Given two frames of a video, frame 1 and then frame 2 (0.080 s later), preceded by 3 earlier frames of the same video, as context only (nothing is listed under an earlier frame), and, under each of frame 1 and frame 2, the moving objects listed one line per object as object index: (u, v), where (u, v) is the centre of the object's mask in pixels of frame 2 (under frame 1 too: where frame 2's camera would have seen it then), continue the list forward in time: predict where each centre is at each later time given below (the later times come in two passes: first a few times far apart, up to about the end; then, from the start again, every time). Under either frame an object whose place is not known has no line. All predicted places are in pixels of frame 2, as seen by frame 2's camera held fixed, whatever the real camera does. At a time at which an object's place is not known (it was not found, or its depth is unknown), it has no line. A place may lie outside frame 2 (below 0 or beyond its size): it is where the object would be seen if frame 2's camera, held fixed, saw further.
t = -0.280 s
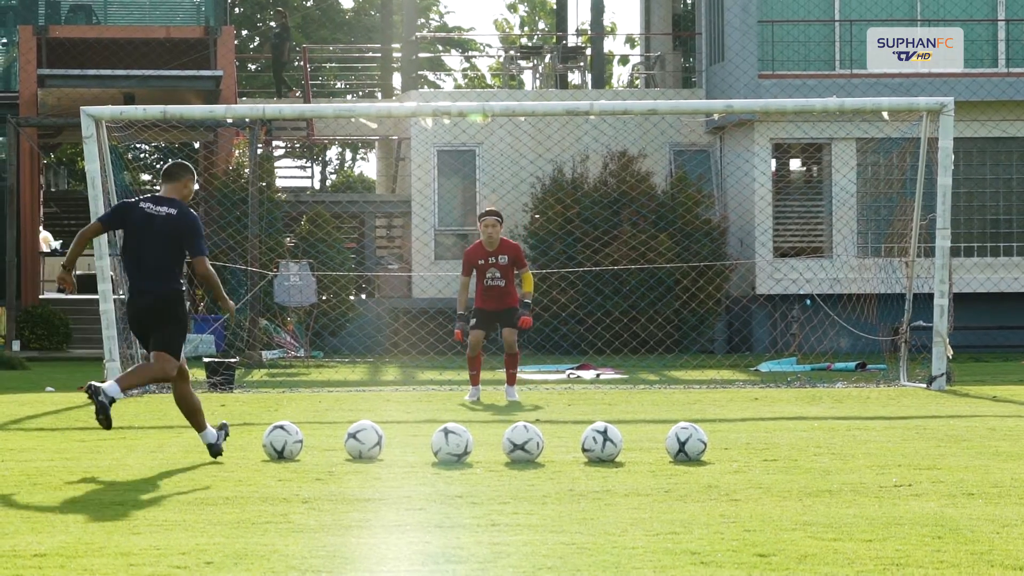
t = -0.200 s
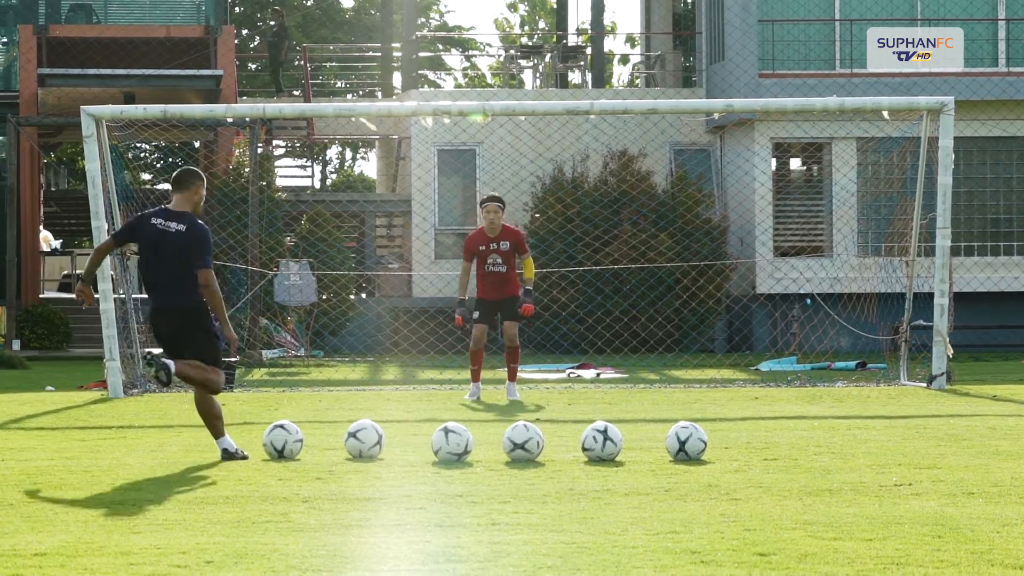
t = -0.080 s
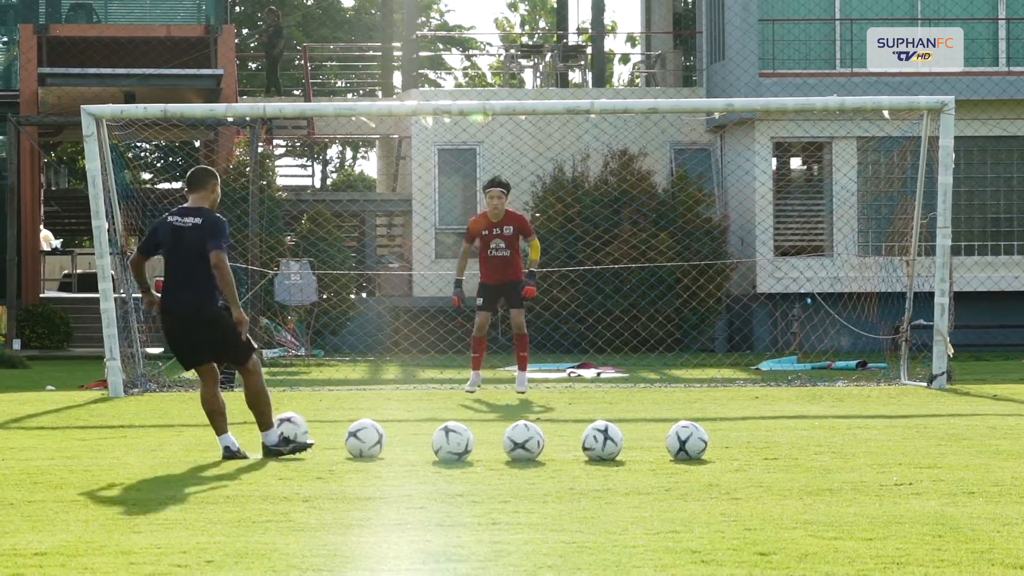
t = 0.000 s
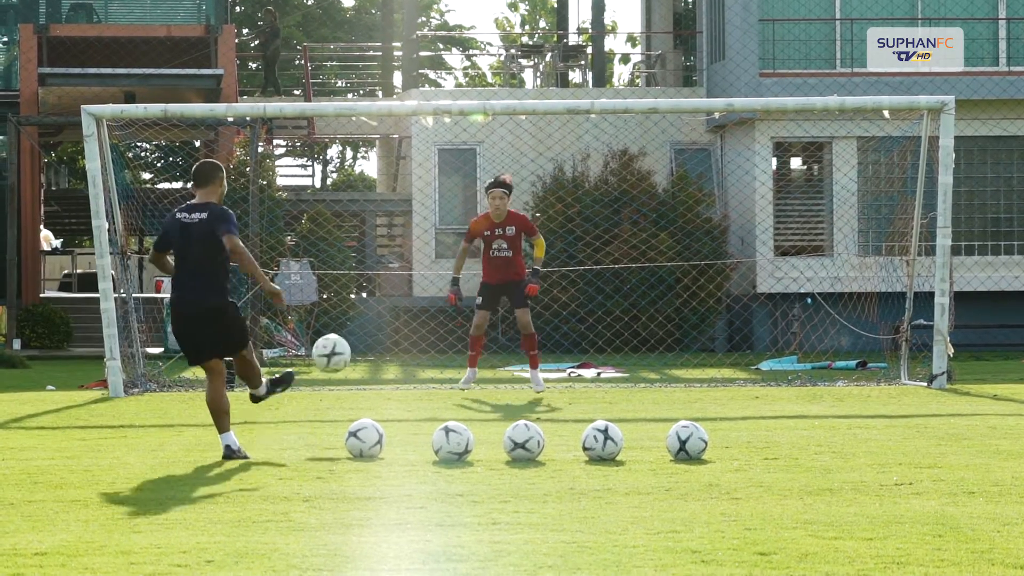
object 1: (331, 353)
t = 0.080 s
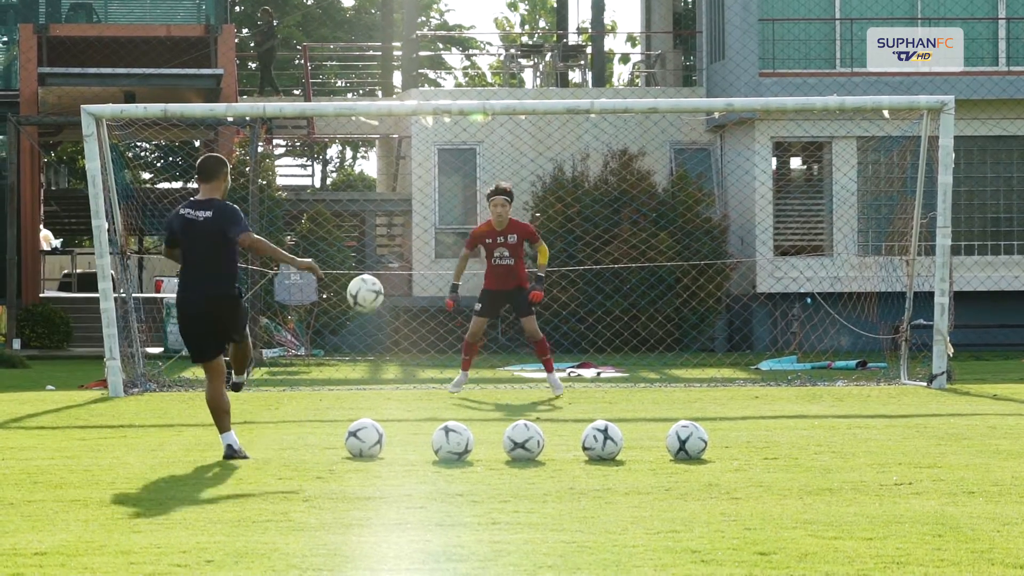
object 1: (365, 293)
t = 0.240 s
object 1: (411, 217)
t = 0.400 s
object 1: (440, 188)
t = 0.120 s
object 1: (379, 269)
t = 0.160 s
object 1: (392, 248)
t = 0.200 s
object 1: (402, 231)
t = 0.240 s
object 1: (411, 217)
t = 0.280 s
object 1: (420, 206)
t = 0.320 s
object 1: (428, 198)
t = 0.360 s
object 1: (434, 192)
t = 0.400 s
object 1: (440, 188)
